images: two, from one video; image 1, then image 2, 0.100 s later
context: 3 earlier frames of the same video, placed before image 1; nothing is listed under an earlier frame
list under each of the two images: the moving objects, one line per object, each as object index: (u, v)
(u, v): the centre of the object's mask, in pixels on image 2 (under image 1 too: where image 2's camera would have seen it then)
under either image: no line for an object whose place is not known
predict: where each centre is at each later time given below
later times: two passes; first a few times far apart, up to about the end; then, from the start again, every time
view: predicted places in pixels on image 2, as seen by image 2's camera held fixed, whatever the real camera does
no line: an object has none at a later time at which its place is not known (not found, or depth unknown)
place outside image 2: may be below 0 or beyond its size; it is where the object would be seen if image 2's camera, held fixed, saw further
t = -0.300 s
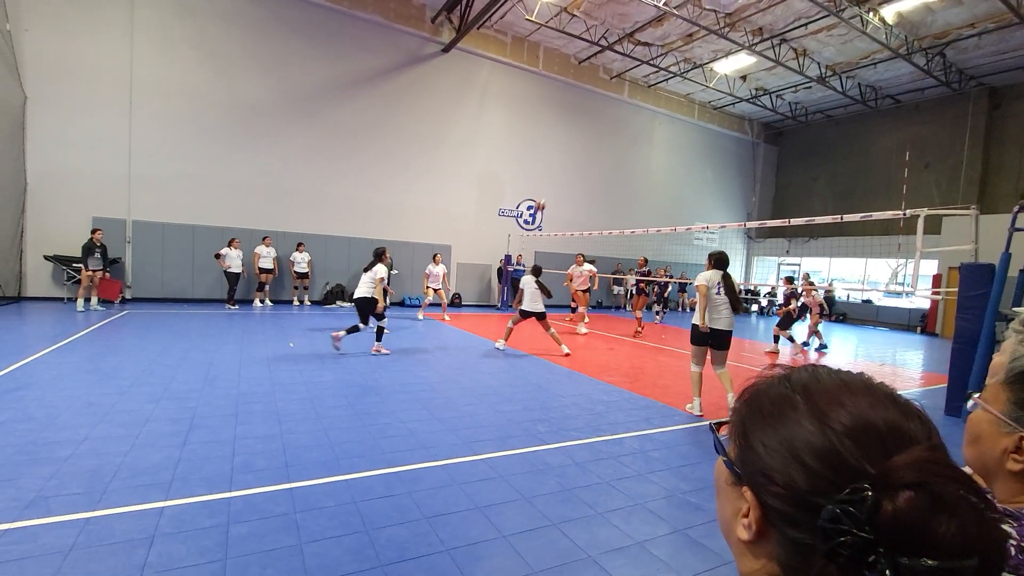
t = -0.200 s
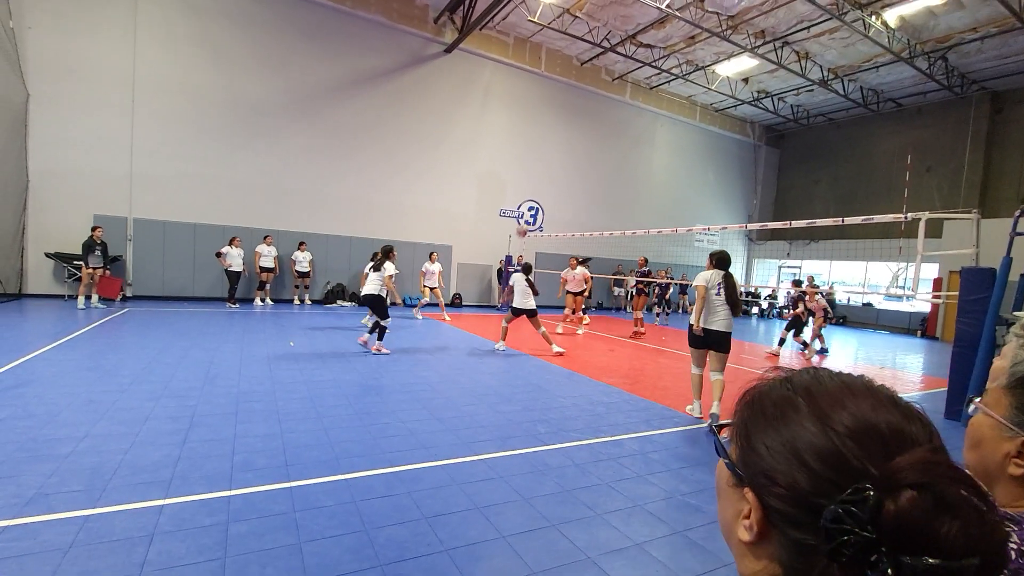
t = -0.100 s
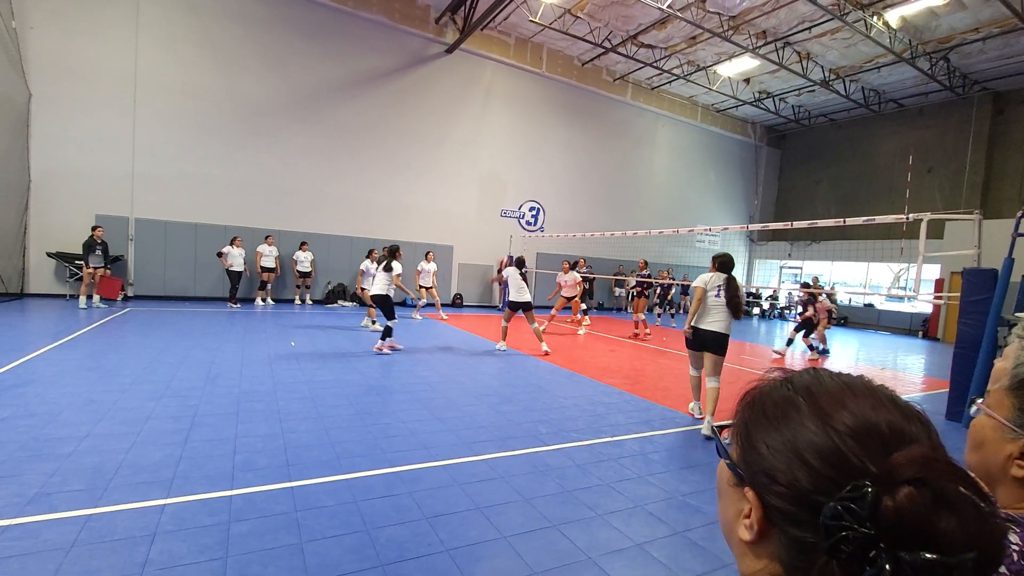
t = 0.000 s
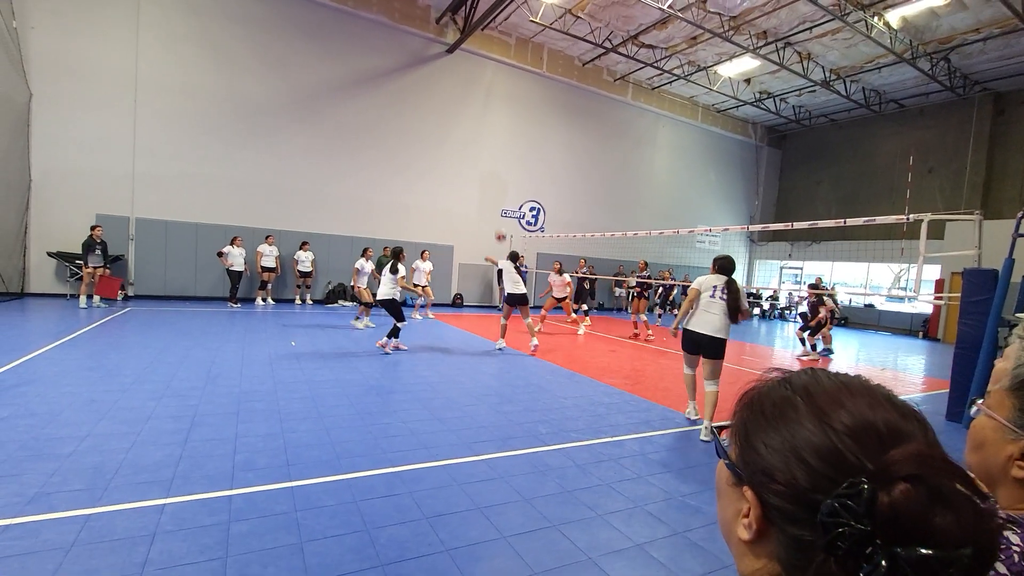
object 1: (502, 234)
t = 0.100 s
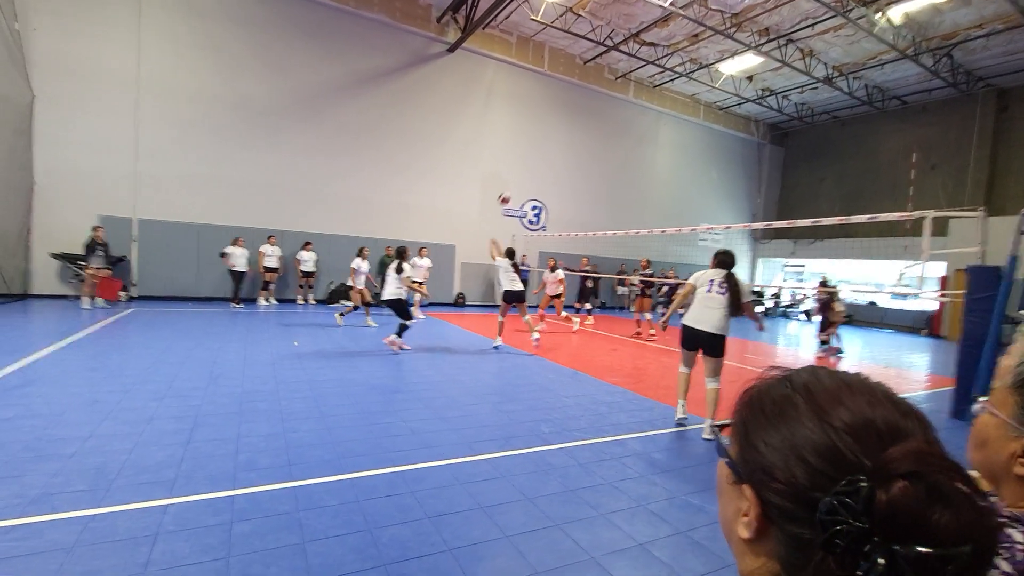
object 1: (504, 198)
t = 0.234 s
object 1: (506, 160)
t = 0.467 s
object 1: (507, 122)
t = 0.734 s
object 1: (507, 115)
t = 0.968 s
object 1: (504, 140)
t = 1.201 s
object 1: (500, 190)
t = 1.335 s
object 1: (497, 229)
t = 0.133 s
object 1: (505, 188)
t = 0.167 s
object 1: (505, 178)
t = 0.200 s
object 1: (506, 169)
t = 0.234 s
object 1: (506, 160)
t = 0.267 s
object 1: (506, 153)
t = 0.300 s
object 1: (506, 146)
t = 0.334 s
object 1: (507, 140)
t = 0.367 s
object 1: (507, 135)
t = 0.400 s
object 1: (507, 130)
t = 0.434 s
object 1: (507, 125)
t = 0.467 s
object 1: (507, 122)
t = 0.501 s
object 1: (507, 119)
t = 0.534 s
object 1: (507, 116)
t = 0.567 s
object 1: (507, 114)
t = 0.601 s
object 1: (507, 113)
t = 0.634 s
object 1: (507, 113)
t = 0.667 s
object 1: (507, 113)
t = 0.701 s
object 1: (507, 113)
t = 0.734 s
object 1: (507, 115)
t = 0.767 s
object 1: (506, 117)
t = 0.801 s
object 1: (506, 119)
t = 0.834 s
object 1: (505, 122)
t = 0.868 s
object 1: (505, 126)
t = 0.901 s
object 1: (505, 130)
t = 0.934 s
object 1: (504, 135)
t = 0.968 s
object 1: (504, 140)
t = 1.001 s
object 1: (503, 145)
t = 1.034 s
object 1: (503, 152)
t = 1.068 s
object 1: (502, 158)
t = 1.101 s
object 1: (502, 165)
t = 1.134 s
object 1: (501, 173)
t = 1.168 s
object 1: (500, 182)
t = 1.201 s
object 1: (500, 190)
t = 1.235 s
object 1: (499, 199)
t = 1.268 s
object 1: (499, 208)
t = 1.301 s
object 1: (498, 218)
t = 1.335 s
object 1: (497, 229)
